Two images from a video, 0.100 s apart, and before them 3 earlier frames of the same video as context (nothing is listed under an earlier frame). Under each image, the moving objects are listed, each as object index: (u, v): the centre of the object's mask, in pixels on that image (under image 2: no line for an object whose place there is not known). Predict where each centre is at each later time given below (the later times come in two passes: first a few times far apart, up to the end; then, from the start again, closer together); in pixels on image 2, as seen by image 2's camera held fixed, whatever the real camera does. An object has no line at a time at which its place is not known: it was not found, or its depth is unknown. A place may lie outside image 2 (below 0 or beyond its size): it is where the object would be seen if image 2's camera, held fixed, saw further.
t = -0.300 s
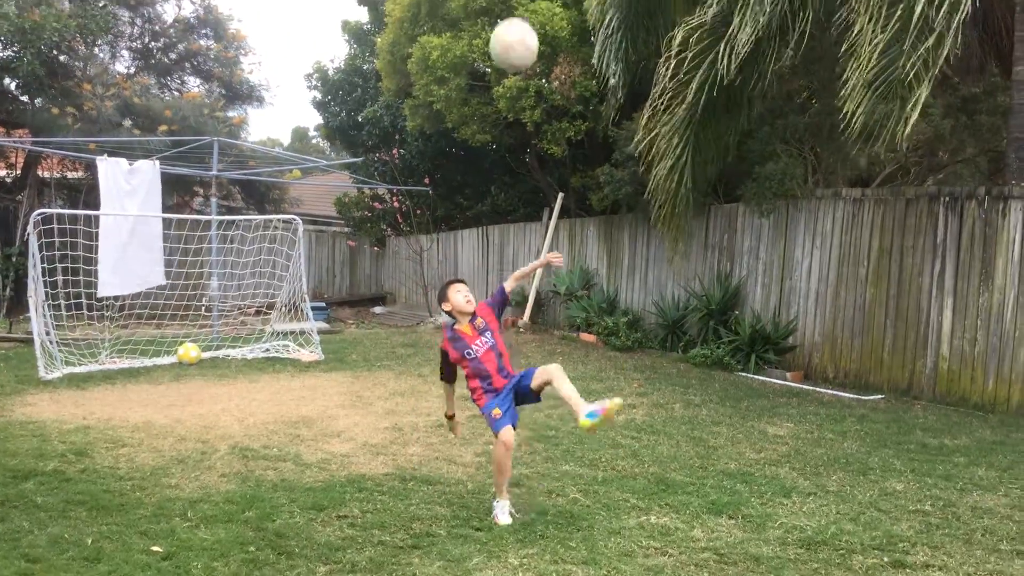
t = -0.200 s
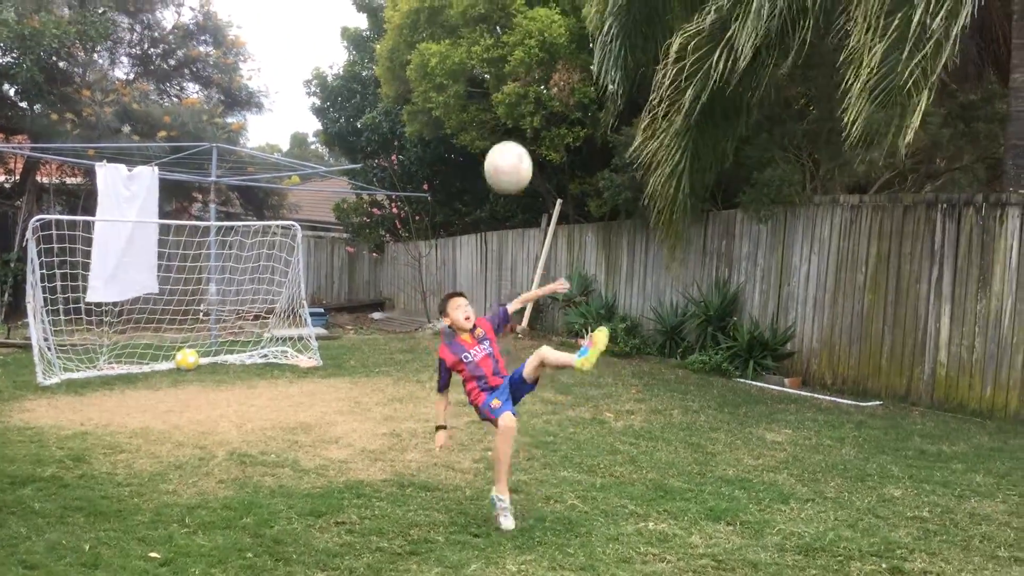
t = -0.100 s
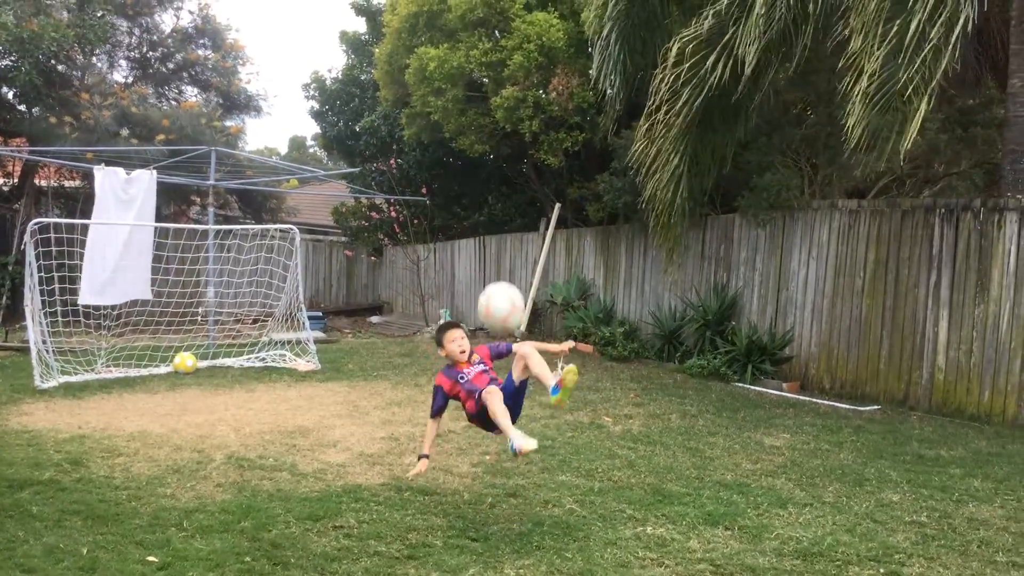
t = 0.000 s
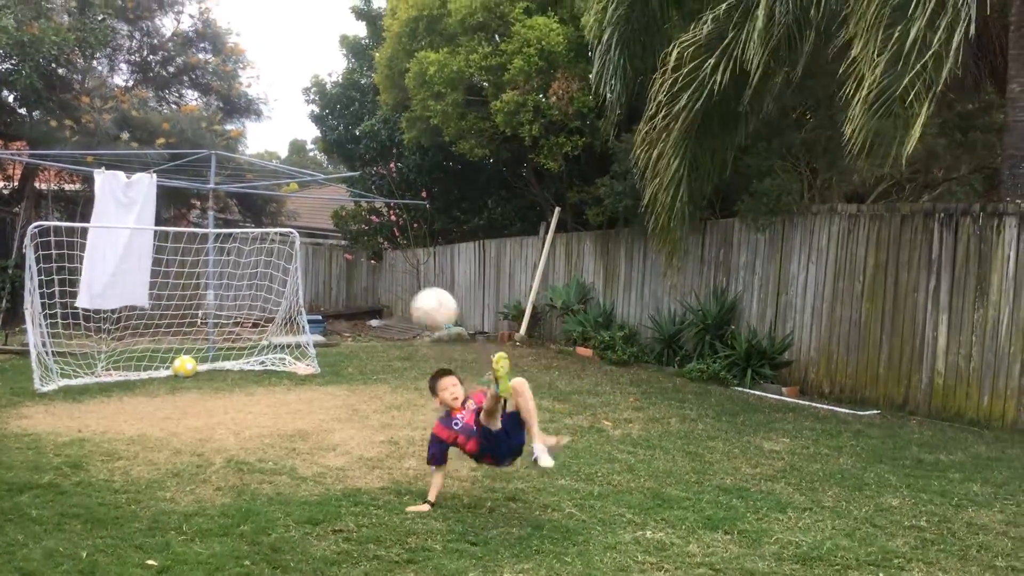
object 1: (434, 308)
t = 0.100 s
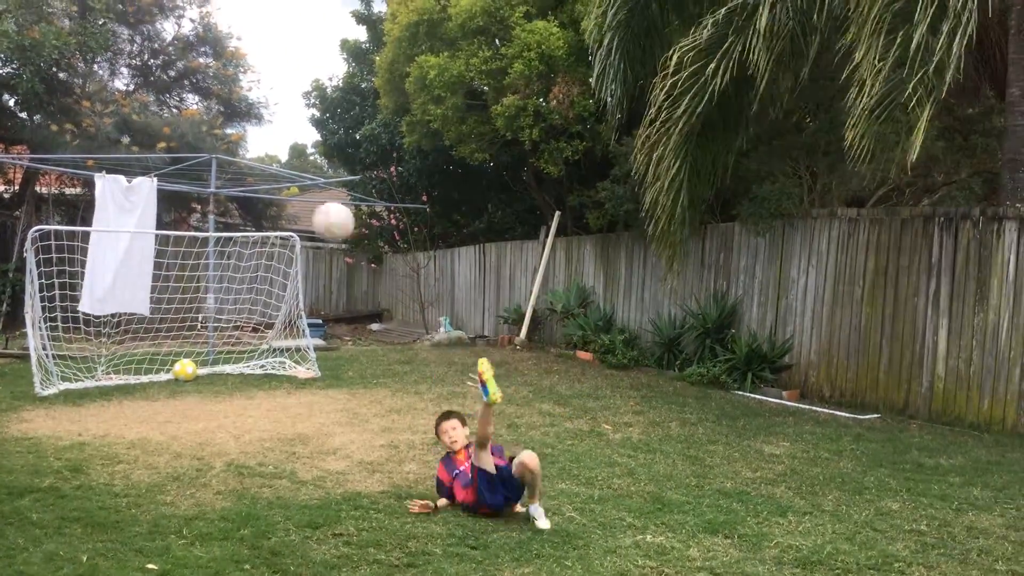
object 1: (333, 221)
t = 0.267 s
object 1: (197, 133)
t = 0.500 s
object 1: (64, 101)
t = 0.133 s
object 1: (303, 198)
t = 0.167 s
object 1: (274, 179)
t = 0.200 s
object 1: (247, 162)
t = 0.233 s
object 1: (221, 145)
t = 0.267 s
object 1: (197, 133)
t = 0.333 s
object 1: (152, 114)
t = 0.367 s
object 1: (133, 109)
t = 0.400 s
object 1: (114, 104)
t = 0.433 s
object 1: (96, 102)
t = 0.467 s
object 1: (79, 100)
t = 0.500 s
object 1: (64, 101)
